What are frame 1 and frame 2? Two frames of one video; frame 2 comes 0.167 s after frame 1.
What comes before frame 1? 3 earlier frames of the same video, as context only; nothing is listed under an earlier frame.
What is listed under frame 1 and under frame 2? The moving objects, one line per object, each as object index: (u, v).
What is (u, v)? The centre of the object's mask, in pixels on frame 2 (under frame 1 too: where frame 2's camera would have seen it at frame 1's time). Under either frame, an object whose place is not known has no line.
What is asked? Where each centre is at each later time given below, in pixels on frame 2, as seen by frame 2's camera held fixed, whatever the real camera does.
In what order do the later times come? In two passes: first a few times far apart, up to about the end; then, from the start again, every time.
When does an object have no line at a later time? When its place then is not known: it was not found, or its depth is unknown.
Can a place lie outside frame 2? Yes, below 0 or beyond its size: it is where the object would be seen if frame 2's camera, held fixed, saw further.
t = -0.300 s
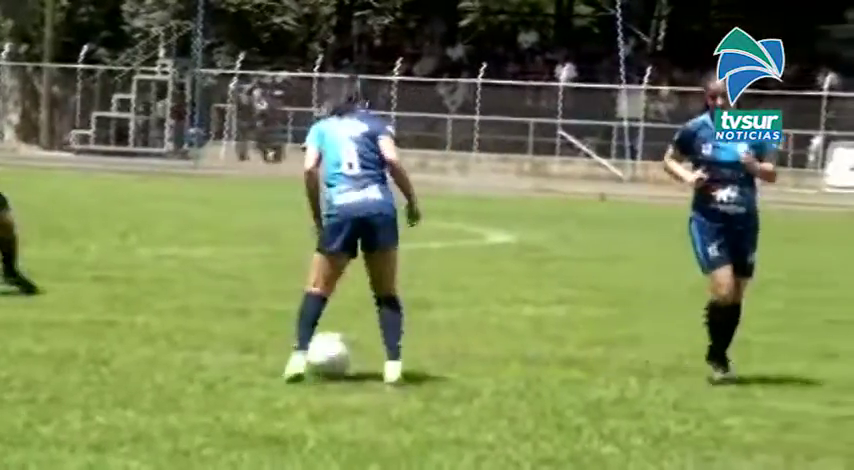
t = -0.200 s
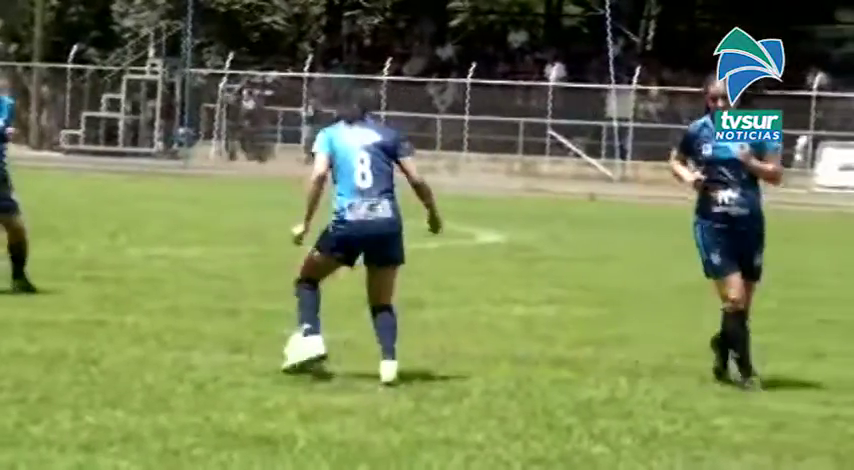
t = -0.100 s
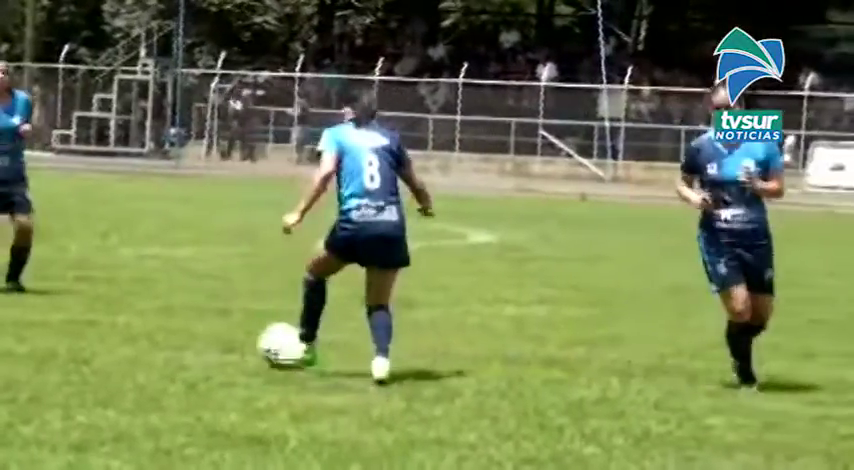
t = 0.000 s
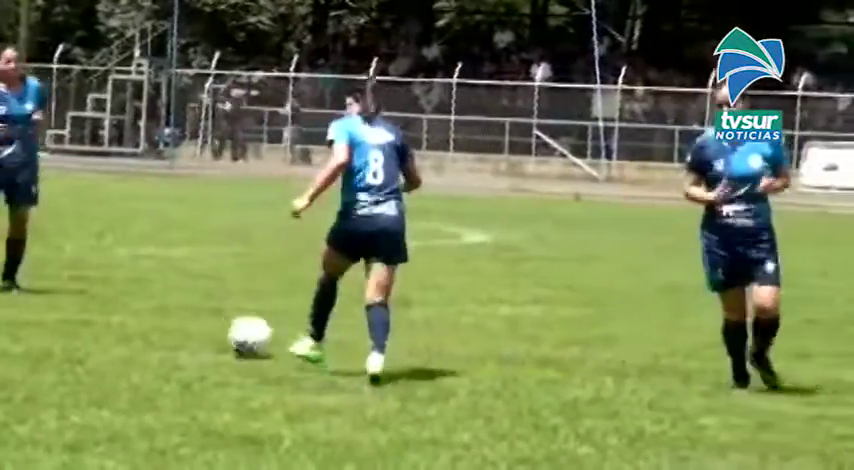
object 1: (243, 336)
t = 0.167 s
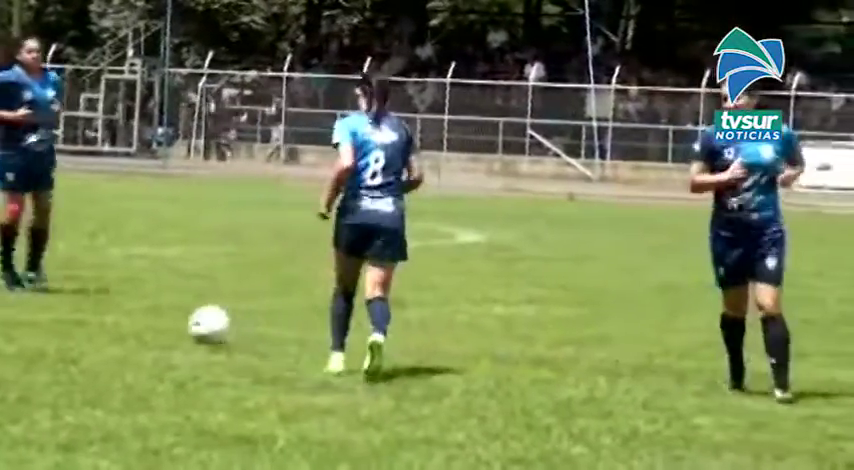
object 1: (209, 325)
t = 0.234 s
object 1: (197, 319)
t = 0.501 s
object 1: (161, 307)
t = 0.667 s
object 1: (144, 304)
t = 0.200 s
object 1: (204, 323)
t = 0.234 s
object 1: (197, 319)
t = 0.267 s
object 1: (192, 317)
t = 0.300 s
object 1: (186, 317)
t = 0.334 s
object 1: (180, 317)
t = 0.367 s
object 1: (177, 316)
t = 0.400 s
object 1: (173, 313)
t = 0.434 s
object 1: (169, 310)
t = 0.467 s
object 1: (165, 308)
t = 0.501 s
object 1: (161, 307)
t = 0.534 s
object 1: (156, 308)
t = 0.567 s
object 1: (154, 308)
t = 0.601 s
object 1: (151, 306)
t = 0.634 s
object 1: (147, 305)
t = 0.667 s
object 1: (144, 304)
